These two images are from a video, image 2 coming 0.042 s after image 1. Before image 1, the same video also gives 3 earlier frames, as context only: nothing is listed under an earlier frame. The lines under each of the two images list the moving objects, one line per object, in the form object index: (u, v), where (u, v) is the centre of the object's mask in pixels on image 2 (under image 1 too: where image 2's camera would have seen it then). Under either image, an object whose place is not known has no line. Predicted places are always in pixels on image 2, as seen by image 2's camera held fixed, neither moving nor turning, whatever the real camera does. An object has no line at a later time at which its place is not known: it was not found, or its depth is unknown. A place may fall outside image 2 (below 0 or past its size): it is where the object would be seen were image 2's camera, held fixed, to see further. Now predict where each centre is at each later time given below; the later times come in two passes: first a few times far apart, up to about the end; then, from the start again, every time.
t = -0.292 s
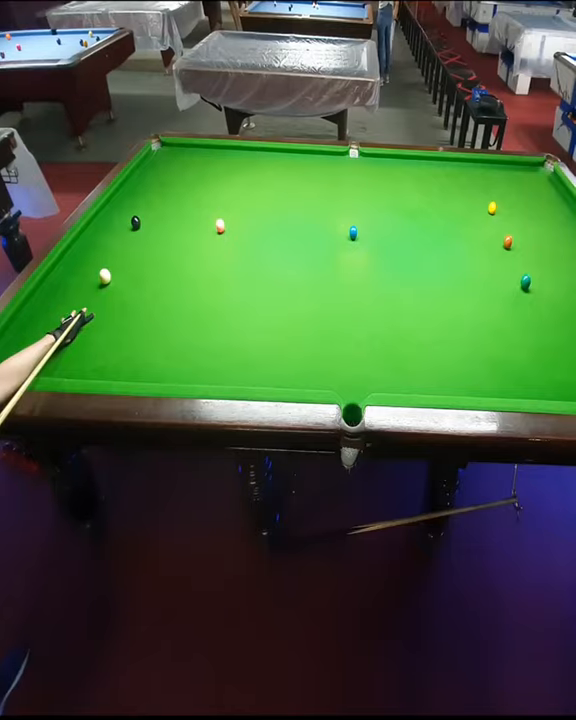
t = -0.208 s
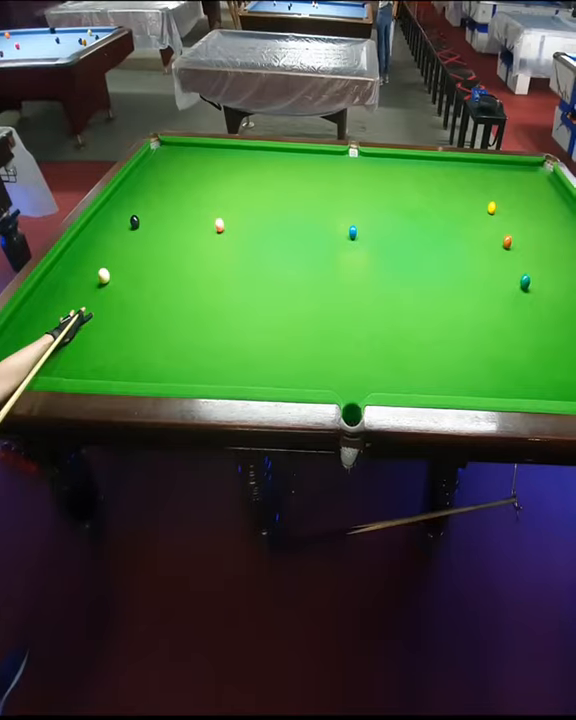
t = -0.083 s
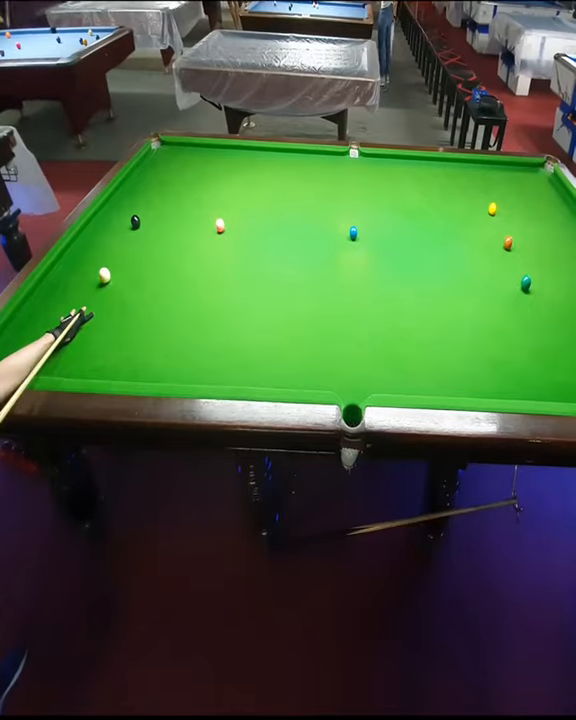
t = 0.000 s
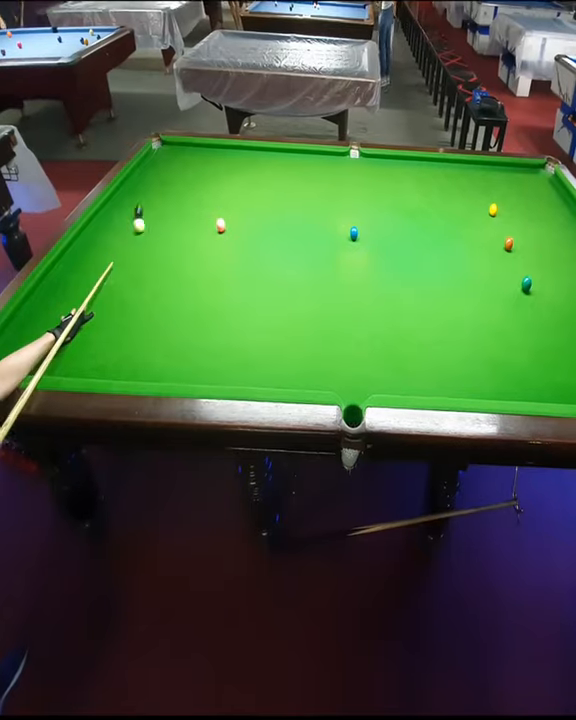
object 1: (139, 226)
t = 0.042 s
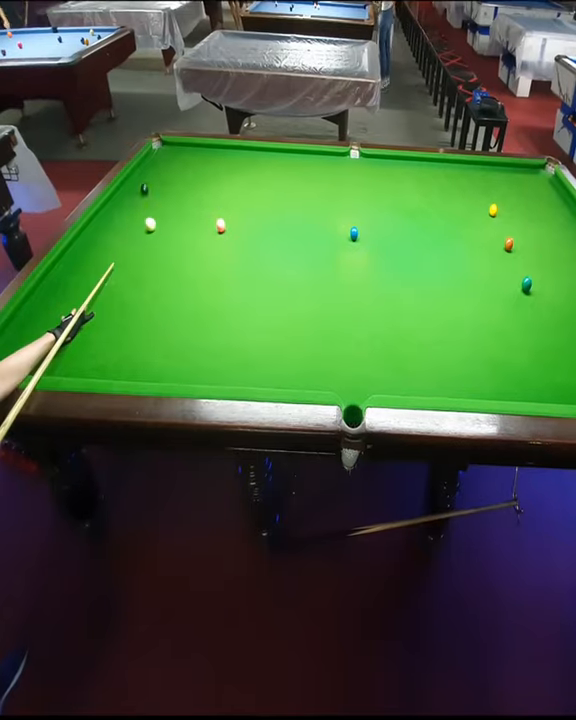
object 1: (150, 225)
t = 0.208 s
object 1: (184, 245)
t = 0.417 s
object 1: (222, 290)
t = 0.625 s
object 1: (266, 341)
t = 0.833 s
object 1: (315, 378)
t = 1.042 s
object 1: (349, 346)
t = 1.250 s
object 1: (377, 318)
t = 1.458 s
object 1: (399, 296)
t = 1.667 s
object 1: (416, 280)
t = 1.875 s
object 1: (428, 268)
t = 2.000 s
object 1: (435, 260)
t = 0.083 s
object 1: (164, 226)
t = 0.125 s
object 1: (172, 231)
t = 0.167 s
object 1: (180, 240)
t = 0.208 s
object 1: (184, 245)
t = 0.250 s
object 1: (192, 254)
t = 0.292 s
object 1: (200, 264)
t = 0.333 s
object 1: (208, 273)
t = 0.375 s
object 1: (214, 280)
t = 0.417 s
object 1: (222, 290)
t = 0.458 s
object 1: (231, 300)
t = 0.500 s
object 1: (240, 311)
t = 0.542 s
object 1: (246, 318)
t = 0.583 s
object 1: (256, 330)
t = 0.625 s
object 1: (266, 341)
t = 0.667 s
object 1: (276, 353)
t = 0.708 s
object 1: (284, 362)
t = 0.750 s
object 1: (294, 375)
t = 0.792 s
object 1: (306, 384)
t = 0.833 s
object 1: (315, 378)
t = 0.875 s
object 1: (321, 372)
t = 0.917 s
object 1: (329, 365)
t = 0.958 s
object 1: (337, 357)
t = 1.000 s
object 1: (344, 350)
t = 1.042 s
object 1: (349, 346)
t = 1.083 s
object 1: (355, 339)
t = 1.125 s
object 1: (362, 333)
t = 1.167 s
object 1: (367, 327)
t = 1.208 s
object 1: (371, 323)
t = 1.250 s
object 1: (377, 318)
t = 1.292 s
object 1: (382, 313)
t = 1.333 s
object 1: (387, 308)
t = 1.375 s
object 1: (390, 305)
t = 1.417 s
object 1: (395, 300)
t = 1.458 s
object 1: (399, 296)
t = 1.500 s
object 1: (403, 292)
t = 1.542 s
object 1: (405, 290)
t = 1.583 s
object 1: (409, 286)
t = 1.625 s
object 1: (412, 283)
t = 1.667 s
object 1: (416, 280)
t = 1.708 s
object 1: (418, 278)
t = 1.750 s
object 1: (420, 275)
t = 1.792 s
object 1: (423, 272)
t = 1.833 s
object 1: (426, 269)
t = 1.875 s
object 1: (428, 268)
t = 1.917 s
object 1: (430, 265)
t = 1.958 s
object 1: (433, 263)
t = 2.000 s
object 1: (435, 260)
